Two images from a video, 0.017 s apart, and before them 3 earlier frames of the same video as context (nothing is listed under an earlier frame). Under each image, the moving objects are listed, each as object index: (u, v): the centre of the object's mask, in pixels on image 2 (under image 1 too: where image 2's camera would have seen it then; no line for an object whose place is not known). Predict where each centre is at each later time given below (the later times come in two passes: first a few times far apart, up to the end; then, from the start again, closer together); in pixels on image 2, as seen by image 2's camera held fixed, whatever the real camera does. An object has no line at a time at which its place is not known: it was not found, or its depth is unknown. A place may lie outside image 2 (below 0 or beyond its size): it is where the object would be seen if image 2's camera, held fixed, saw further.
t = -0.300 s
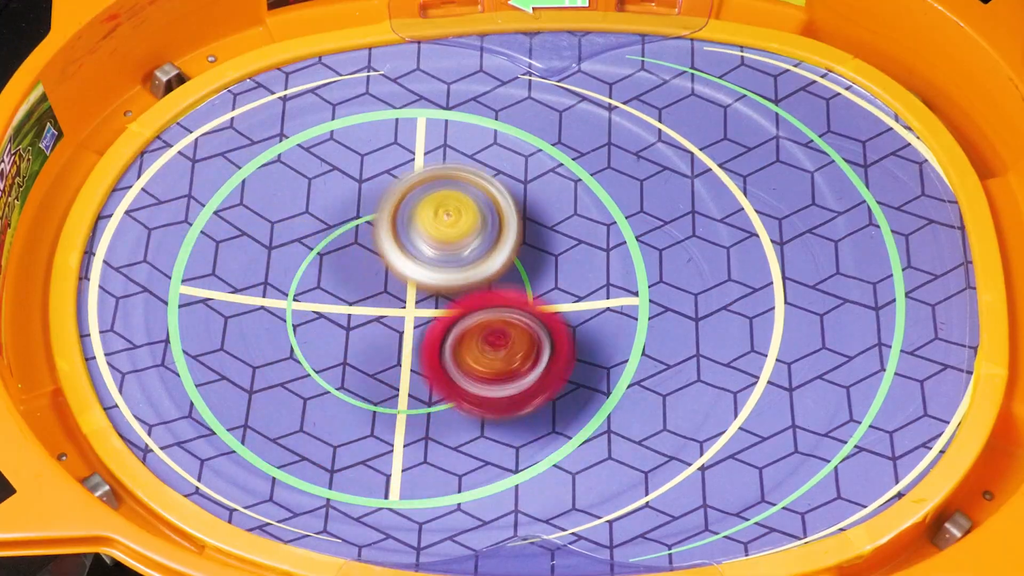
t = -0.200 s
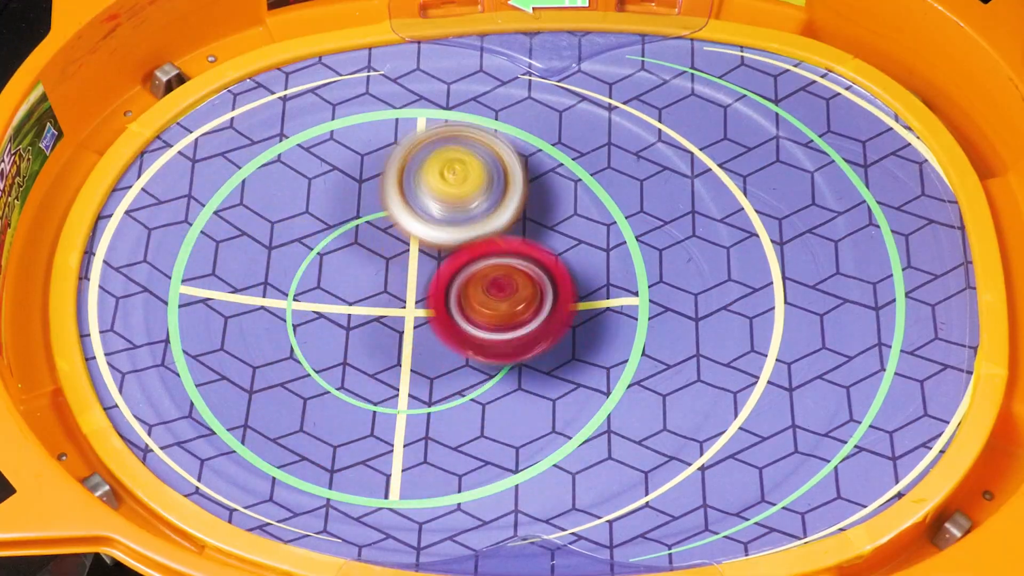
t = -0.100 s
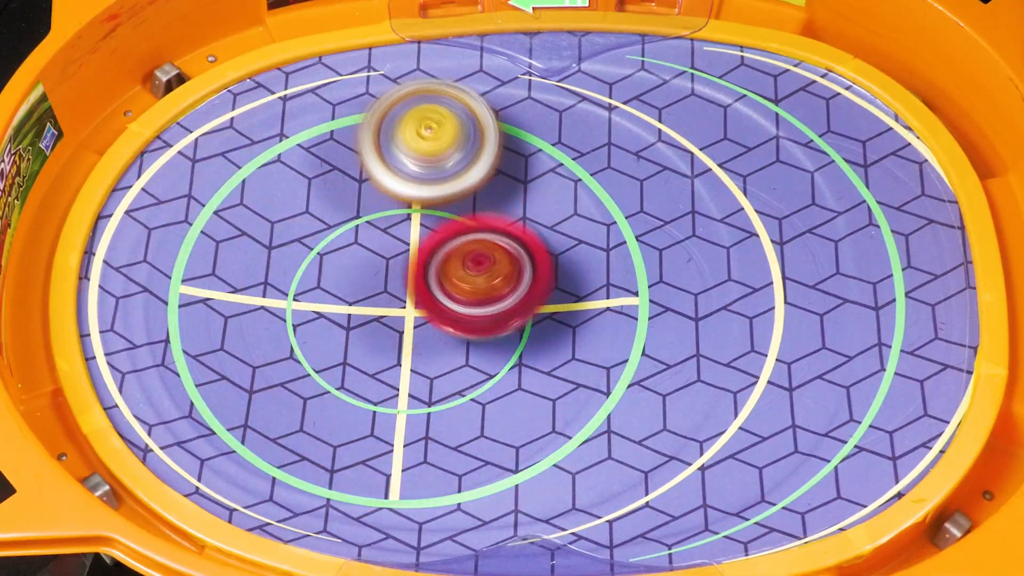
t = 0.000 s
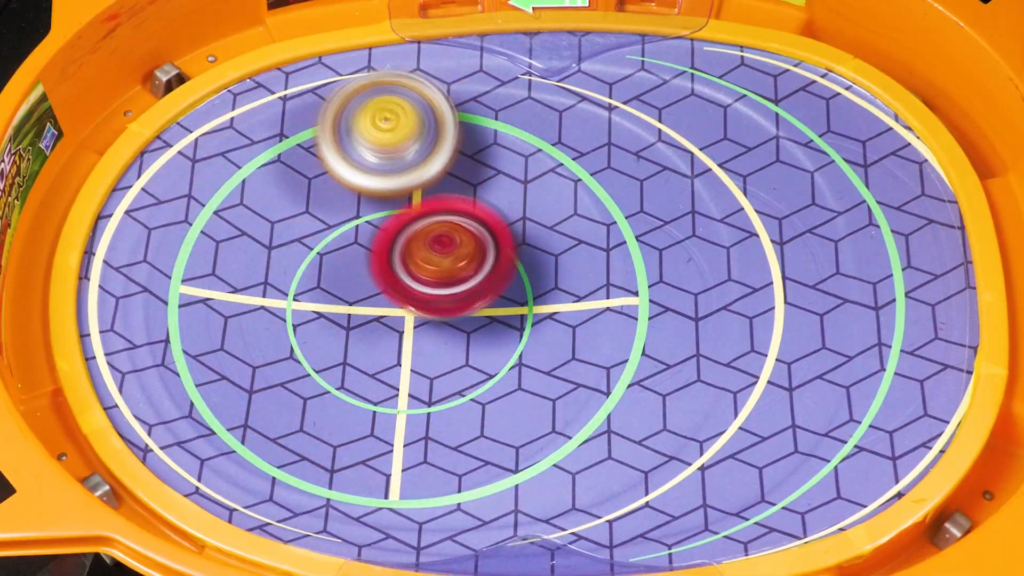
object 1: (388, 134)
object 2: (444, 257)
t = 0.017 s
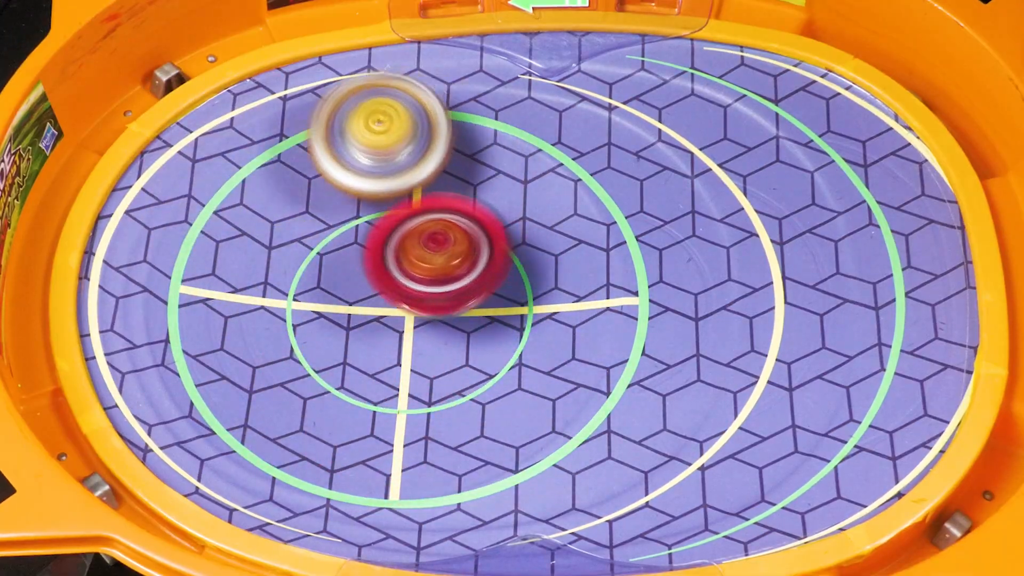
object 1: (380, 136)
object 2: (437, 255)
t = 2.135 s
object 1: (446, 199)
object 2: (266, 314)
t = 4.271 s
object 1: (336, 319)
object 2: (459, 218)
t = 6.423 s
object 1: (428, 340)
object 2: (311, 237)
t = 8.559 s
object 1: (478, 286)
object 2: (321, 300)
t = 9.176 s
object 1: (347, 322)
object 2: (459, 204)
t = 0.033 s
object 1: (372, 136)
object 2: (432, 258)
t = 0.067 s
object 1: (351, 132)
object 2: (426, 275)
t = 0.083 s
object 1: (343, 134)
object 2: (422, 282)
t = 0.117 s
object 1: (330, 142)
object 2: (415, 293)
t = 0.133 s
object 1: (323, 148)
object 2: (412, 296)
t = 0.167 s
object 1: (313, 163)
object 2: (405, 302)
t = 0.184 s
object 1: (309, 172)
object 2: (403, 304)
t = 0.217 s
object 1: (305, 192)
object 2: (400, 306)
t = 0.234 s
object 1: (305, 202)
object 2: (399, 307)
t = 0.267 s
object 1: (301, 214)
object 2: (405, 322)
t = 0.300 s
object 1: (302, 223)
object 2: (413, 337)
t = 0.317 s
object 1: (305, 229)
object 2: (416, 343)
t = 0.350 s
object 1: (314, 241)
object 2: (419, 352)
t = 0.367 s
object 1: (320, 247)
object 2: (420, 355)
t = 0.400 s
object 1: (335, 259)
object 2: (422, 360)
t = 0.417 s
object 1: (340, 261)
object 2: (426, 367)
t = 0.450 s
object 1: (353, 264)
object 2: (434, 377)
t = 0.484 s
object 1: (369, 266)
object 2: (442, 381)
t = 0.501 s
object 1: (377, 267)
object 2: (446, 382)
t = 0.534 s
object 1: (392, 267)
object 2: (451, 381)
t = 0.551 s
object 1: (399, 266)
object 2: (454, 380)
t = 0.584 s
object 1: (411, 263)
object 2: (459, 379)
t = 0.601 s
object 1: (417, 259)
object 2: (461, 379)
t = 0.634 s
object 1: (428, 253)
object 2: (464, 377)
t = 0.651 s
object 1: (433, 250)
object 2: (465, 375)
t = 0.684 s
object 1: (442, 243)
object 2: (468, 367)
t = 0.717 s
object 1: (448, 236)
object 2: (469, 359)
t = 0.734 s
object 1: (451, 232)
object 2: (469, 355)
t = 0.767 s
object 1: (456, 222)
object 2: (467, 350)
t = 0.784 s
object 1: (457, 218)
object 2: (466, 348)
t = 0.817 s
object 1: (458, 208)
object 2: (463, 343)
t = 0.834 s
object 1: (457, 204)
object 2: (462, 341)
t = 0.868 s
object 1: (453, 196)
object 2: (457, 336)
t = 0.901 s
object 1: (447, 190)
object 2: (452, 332)
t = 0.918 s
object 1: (442, 187)
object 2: (449, 330)
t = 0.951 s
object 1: (433, 184)
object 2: (442, 327)
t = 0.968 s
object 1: (429, 184)
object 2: (439, 325)
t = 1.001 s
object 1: (419, 184)
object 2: (430, 322)
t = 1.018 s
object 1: (415, 185)
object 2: (426, 322)
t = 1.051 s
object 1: (405, 188)
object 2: (418, 321)
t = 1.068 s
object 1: (400, 191)
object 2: (413, 320)
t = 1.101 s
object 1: (393, 190)
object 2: (402, 330)
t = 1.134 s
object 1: (388, 187)
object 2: (390, 343)
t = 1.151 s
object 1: (384, 187)
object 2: (383, 347)
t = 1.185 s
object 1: (379, 191)
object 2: (374, 352)
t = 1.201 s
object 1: (376, 195)
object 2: (371, 353)
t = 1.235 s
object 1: (371, 201)
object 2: (365, 354)
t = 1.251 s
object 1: (369, 204)
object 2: (363, 353)
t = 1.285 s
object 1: (366, 213)
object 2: (361, 352)
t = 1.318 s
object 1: (364, 222)
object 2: (359, 351)
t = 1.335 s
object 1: (365, 223)
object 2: (358, 353)
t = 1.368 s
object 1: (367, 224)
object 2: (356, 361)
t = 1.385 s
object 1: (368, 224)
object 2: (354, 365)
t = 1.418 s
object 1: (372, 228)
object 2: (352, 365)
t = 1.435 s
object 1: (373, 230)
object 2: (352, 365)
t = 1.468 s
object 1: (376, 235)
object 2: (352, 364)
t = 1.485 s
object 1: (379, 237)
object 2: (350, 366)
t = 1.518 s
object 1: (386, 234)
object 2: (343, 371)
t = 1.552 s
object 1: (394, 235)
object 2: (337, 373)
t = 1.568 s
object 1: (397, 236)
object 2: (335, 374)
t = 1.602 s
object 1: (404, 239)
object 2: (334, 373)
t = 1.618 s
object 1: (406, 239)
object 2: (333, 372)
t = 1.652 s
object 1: (412, 241)
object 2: (333, 370)
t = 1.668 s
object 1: (414, 242)
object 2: (332, 368)
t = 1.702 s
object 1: (419, 243)
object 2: (331, 365)
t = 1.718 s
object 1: (421, 243)
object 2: (332, 362)
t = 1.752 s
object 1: (425, 243)
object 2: (331, 357)
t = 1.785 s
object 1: (427, 243)
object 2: (330, 352)
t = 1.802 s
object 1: (429, 243)
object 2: (330, 349)
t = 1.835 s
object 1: (431, 243)
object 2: (329, 343)
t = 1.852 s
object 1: (436, 241)
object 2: (323, 343)
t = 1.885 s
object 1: (449, 231)
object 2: (305, 344)
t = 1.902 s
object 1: (453, 227)
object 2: (298, 344)
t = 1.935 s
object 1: (458, 221)
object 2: (288, 341)
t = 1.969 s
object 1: (460, 215)
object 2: (283, 338)
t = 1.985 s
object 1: (460, 212)
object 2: (281, 336)
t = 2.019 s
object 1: (459, 207)
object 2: (281, 331)
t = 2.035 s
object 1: (459, 205)
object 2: (280, 328)
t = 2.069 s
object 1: (456, 202)
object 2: (278, 323)
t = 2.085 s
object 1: (453, 201)
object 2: (275, 321)
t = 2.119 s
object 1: (450, 199)
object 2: (269, 316)
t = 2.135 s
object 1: (446, 199)
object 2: (266, 314)
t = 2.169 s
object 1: (440, 200)
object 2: (265, 309)
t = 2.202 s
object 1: (434, 202)
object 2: (265, 303)
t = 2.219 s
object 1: (430, 203)
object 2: (265, 300)
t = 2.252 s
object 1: (423, 208)
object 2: (263, 295)
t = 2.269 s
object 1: (420, 211)
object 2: (261, 292)
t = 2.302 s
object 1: (412, 217)
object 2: (257, 285)
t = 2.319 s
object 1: (409, 221)
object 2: (256, 282)
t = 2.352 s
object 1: (404, 229)
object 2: (258, 277)
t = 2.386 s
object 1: (407, 237)
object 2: (254, 273)
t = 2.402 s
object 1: (410, 241)
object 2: (253, 271)
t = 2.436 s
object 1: (414, 248)
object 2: (253, 269)
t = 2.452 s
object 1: (416, 250)
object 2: (255, 269)
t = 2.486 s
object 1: (420, 257)
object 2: (261, 267)
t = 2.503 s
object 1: (422, 260)
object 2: (263, 266)
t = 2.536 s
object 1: (427, 264)
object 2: (268, 264)
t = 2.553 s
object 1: (429, 266)
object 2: (270, 262)
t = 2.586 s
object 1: (434, 271)
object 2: (275, 259)
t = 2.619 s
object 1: (438, 274)
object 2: (282, 256)
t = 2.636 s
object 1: (439, 275)
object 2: (285, 255)
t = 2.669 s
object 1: (453, 280)
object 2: (285, 248)
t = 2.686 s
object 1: (468, 284)
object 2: (278, 241)
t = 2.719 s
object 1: (491, 288)
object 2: (273, 231)
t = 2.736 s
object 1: (499, 288)
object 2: (272, 227)
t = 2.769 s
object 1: (514, 288)
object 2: (273, 220)
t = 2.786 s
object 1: (519, 286)
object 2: (274, 217)
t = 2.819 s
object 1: (529, 282)
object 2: (278, 214)
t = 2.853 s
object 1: (537, 276)
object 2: (283, 211)
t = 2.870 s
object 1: (538, 273)
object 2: (286, 209)
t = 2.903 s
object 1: (542, 268)
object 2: (289, 204)
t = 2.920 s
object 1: (543, 266)
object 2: (290, 202)
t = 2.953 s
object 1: (542, 263)
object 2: (294, 196)
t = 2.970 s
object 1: (540, 260)
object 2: (297, 194)
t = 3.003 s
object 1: (535, 257)
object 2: (302, 193)
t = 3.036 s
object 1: (530, 253)
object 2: (306, 193)
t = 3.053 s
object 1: (525, 252)
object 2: (307, 193)
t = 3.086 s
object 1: (518, 252)
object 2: (310, 194)
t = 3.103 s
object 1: (513, 251)
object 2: (312, 196)
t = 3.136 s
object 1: (503, 252)
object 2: (315, 199)
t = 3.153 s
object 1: (496, 252)
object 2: (317, 201)
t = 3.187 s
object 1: (483, 255)
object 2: (321, 205)
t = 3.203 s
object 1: (478, 256)
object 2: (324, 207)
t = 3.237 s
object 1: (464, 262)
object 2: (326, 209)
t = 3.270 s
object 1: (459, 271)
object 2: (319, 206)
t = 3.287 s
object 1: (455, 275)
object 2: (318, 204)
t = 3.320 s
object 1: (445, 282)
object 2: (319, 204)
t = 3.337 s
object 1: (439, 285)
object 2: (321, 203)
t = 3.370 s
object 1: (430, 295)
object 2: (321, 200)
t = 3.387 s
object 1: (425, 298)
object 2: (323, 199)
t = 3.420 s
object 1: (415, 307)
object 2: (327, 200)
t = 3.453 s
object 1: (410, 320)
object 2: (330, 196)
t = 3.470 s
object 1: (406, 325)
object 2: (332, 193)
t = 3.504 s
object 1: (400, 336)
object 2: (336, 192)
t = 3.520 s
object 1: (398, 341)
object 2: (339, 193)
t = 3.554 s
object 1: (394, 350)
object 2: (344, 194)
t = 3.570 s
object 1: (393, 354)
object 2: (346, 196)
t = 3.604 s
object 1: (390, 362)
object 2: (352, 200)
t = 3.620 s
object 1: (389, 366)
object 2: (355, 202)
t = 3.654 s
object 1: (387, 372)
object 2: (361, 207)
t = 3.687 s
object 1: (385, 376)
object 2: (367, 212)
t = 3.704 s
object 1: (386, 378)
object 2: (370, 215)
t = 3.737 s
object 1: (385, 379)
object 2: (376, 220)
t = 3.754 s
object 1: (386, 380)
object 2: (379, 223)
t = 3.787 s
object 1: (386, 379)
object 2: (385, 227)
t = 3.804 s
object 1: (386, 379)
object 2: (388, 230)
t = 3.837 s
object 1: (386, 376)
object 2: (394, 234)
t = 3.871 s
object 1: (385, 373)
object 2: (400, 239)
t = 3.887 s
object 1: (385, 371)
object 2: (402, 241)
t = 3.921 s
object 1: (378, 377)
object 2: (414, 230)
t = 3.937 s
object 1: (376, 378)
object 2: (420, 224)
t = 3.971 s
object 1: (372, 377)
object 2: (430, 215)
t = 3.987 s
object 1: (373, 376)
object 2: (434, 213)
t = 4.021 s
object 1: (370, 373)
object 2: (440, 213)
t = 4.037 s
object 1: (370, 370)
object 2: (441, 212)
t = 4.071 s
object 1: (367, 365)
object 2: (445, 213)
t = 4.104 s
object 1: (365, 359)
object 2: (446, 214)
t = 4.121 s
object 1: (363, 355)
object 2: (447, 215)
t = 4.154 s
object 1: (360, 347)
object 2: (447, 216)
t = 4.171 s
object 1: (359, 343)
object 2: (448, 217)
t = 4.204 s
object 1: (354, 333)
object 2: (449, 219)
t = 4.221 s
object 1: (353, 329)
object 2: (449, 220)
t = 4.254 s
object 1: (343, 322)
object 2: (455, 220)
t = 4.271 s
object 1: (336, 319)
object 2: (459, 218)
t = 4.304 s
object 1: (327, 314)
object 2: (465, 217)
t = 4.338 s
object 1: (319, 309)
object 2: (467, 218)
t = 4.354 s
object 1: (314, 305)
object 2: (469, 218)
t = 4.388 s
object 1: (307, 300)
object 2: (471, 219)
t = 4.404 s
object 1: (303, 296)
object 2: (472, 220)
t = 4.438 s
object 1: (297, 291)
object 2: (472, 222)
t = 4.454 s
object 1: (293, 287)
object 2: (473, 223)
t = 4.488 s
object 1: (288, 283)
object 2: (472, 225)
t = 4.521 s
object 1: (285, 278)
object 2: (471, 228)
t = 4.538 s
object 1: (283, 275)
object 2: (471, 229)
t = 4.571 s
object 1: (281, 271)
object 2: (470, 232)
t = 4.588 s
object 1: (279, 269)
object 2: (469, 234)
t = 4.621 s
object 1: (280, 266)
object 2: (467, 237)
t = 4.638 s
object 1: (278, 263)
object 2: (466, 239)
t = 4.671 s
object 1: (281, 260)
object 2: (463, 243)
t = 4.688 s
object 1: (281, 260)
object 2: (462, 245)
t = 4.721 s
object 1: (285, 254)
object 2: (459, 249)
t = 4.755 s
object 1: (289, 251)
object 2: (456, 252)
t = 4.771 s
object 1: (290, 249)
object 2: (453, 254)
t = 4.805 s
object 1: (297, 244)
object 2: (449, 258)
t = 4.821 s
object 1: (298, 243)
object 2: (449, 261)
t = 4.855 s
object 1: (301, 236)
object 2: (452, 265)
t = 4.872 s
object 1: (305, 234)
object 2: (453, 267)
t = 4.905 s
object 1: (311, 229)
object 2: (454, 272)
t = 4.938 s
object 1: (316, 221)
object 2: (458, 279)
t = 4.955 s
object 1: (319, 219)
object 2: (458, 282)
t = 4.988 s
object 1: (326, 214)
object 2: (459, 285)
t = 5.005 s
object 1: (331, 211)
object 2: (458, 287)
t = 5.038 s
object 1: (339, 205)
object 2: (456, 290)
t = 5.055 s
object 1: (343, 202)
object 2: (455, 291)
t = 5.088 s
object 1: (351, 197)
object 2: (453, 294)
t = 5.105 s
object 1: (354, 194)
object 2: (452, 295)
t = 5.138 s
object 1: (364, 190)
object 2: (450, 298)
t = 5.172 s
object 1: (372, 187)
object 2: (446, 300)
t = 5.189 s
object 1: (375, 185)
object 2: (445, 302)
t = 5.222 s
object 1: (385, 181)
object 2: (440, 304)
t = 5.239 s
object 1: (388, 180)
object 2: (439, 305)
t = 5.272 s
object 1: (395, 177)
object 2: (434, 308)
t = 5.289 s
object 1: (400, 176)
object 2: (432, 308)
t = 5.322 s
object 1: (407, 174)
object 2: (428, 310)
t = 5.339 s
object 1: (410, 174)
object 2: (425, 310)
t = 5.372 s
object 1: (416, 173)
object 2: (420, 311)
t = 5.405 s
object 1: (422, 173)
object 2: (414, 311)
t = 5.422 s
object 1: (425, 173)
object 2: (412, 311)
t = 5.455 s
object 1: (430, 174)
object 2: (407, 310)
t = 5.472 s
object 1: (432, 175)
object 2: (403, 310)
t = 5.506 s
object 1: (436, 178)
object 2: (398, 309)
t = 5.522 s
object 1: (439, 179)
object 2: (396, 309)
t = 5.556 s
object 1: (442, 183)
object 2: (391, 307)
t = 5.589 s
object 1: (446, 187)
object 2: (386, 306)
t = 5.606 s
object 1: (449, 189)
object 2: (382, 307)
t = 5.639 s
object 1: (454, 192)
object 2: (373, 309)
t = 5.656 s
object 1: (456, 194)
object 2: (369, 309)
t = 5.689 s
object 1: (459, 199)
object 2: (365, 308)
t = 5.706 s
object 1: (459, 201)
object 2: (362, 307)
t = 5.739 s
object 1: (463, 206)
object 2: (355, 306)
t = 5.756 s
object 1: (466, 209)
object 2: (350, 307)
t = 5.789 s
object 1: (468, 215)
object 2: (342, 305)
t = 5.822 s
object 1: (471, 220)
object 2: (337, 303)
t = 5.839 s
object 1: (472, 224)
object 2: (335, 303)
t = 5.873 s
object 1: (473, 231)
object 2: (331, 300)
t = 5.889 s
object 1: (474, 234)
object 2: (329, 299)
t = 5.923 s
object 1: (475, 242)
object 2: (326, 296)
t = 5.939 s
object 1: (474, 245)
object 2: (325, 295)
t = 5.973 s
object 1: (474, 251)
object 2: (323, 292)
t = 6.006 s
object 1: (473, 259)
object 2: (320, 288)
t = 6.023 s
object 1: (472, 262)
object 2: (318, 287)
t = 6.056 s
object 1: (469, 268)
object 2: (314, 282)
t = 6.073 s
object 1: (469, 270)
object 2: (309, 280)
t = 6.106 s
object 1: (468, 278)
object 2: (303, 275)
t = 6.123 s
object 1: (466, 282)
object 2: (300, 273)
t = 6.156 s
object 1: (463, 289)
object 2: (299, 270)
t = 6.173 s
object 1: (462, 294)
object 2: (300, 267)
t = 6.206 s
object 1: (457, 301)
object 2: (301, 264)
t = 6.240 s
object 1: (453, 308)
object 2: (302, 261)
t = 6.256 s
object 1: (452, 310)
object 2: (303, 260)
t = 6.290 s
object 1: (447, 316)
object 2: (306, 257)
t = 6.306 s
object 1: (443, 319)
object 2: (307, 255)
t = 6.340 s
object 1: (438, 325)
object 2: (309, 252)
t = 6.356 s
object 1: (437, 329)
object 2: (310, 249)
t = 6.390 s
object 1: (433, 336)
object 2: (309, 242)
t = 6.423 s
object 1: (428, 340)
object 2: (311, 237)
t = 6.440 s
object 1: (425, 342)
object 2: (312, 236)
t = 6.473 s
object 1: (420, 346)
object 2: (316, 232)
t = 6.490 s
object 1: (416, 348)
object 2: (317, 231)
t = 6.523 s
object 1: (410, 350)
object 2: (322, 229)
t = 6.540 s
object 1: (408, 351)
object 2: (323, 227)
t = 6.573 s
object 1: (403, 351)
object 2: (328, 225)
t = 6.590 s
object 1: (399, 351)
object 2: (330, 224)
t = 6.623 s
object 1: (393, 351)
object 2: (335, 222)
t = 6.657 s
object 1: (388, 350)
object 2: (341, 221)
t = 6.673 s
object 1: (384, 349)
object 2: (343, 221)
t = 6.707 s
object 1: (376, 348)
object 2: (349, 219)
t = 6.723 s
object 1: (372, 355)
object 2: (352, 212)
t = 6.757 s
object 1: (366, 367)
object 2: (359, 197)
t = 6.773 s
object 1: (363, 372)
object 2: (363, 193)
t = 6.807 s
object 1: (361, 377)
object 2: (371, 190)
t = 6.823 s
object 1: (360, 377)
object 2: (374, 189)
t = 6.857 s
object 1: (358, 379)
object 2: (379, 189)
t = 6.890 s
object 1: (357, 381)
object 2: (383, 189)
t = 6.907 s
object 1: (356, 382)
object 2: (385, 190)
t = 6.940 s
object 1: (356, 381)
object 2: (391, 192)
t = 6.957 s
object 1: (357, 379)
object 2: (392, 193)
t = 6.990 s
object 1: (357, 376)
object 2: (396, 195)
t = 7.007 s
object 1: (356, 375)
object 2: (399, 196)
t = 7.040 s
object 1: (356, 371)
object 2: (402, 199)
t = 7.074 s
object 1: (355, 364)
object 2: (406, 203)
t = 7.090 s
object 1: (356, 360)
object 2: (408, 205)
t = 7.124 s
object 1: (356, 351)
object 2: (411, 209)
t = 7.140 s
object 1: (355, 348)
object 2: (411, 210)
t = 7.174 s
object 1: (354, 339)
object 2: (413, 215)
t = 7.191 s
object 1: (350, 335)
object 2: (417, 215)
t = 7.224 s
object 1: (331, 334)
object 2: (436, 212)
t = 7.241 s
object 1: (325, 333)
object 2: (446, 212)
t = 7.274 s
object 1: (317, 328)
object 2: (459, 214)
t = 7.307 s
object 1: (311, 323)
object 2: (465, 218)
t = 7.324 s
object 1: (307, 320)
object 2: (466, 220)
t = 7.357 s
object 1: (302, 315)
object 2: (465, 226)
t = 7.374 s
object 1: (301, 311)
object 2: (464, 227)
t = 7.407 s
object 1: (298, 304)
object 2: (462, 232)
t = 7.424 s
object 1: (297, 302)
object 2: (461, 234)
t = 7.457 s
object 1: (296, 295)
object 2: (457, 239)
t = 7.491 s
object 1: (296, 288)
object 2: (450, 246)
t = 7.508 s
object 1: (295, 285)
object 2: (447, 250)
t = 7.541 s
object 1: (280, 272)
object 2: (455, 259)
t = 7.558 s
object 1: (265, 266)
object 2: (465, 264)
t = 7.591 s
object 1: (249, 256)
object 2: (479, 277)
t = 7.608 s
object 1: (244, 251)
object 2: (483, 282)
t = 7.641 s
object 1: (236, 243)
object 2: (485, 291)
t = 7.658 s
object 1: (235, 240)
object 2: (484, 294)
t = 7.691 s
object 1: (231, 234)
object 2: (479, 298)
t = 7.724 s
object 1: (230, 228)
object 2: (472, 302)
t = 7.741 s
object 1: (233, 227)
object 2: (467, 305)
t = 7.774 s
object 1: (235, 226)
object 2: (456, 308)
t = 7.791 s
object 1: (237, 226)
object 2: (449, 310)
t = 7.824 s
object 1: (242, 222)
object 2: (435, 314)
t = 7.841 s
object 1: (245, 219)
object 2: (428, 315)
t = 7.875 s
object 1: (253, 216)
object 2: (412, 318)
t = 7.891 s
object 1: (258, 213)
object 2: (404, 321)
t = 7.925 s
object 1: (267, 211)
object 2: (386, 323)
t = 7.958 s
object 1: (279, 209)
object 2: (369, 324)
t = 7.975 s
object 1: (286, 208)
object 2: (359, 325)
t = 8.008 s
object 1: (295, 205)
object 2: (343, 331)
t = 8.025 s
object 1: (302, 201)
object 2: (337, 336)
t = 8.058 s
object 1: (313, 198)
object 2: (326, 345)
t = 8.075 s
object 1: (319, 199)
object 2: (321, 349)
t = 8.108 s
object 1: (335, 203)
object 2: (313, 353)
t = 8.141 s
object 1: (346, 205)
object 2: (310, 351)
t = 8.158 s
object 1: (351, 208)
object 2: (309, 351)
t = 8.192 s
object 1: (365, 212)
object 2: (309, 349)
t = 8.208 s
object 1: (371, 215)
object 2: (309, 348)
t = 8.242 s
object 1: (382, 221)
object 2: (310, 345)
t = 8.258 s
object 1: (387, 224)
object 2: (311, 344)
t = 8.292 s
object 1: (400, 231)
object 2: (313, 341)
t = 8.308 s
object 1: (406, 233)
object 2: (314, 339)
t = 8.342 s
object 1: (416, 242)
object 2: (318, 336)
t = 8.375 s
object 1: (428, 249)
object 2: (319, 333)
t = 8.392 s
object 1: (434, 250)
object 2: (317, 332)
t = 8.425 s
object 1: (450, 257)
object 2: (315, 327)
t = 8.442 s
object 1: (456, 261)
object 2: (317, 325)
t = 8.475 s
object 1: (461, 268)
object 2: (321, 320)
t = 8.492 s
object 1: (465, 273)
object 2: (323, 316)
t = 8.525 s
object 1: (472, 280)
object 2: (327, 309)
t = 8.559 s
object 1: (478, 286)
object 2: (321, 300)
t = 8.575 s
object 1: (483, 290)
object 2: (316, 293)
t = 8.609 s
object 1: (485, 295)
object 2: (314, 285)
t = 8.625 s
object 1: (484, 301)
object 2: (315, 282)
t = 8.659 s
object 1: (484, 308)
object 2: (318, 276)
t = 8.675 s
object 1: (480, 313)
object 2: (320, 272)
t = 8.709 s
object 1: (476, 323)
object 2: (327, 265)
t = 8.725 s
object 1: (473, 325)
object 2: (332, 261)
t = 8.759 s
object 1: (466, 333)
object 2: (340, 253)
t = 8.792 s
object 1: (460, 338)
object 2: (351, 245)
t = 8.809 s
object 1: (454, 342)
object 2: (356, 239)
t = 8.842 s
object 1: (446, 346)
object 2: (368, 230)
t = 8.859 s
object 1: (440, 348)
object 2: (376, 226)
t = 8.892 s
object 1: (430, 352)
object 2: (386, 219)
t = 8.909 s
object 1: (424, 352)
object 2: (393, 213)
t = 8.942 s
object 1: (413, 353)
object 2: (405, 207)
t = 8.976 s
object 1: (403, 353)
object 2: (417, 203)
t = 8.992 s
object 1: (396, 352)
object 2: (422, 201)
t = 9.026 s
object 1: (385, 349)
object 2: (433, 198)
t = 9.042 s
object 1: (380, 347)
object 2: (437, 197)
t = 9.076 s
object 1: (371, 343)
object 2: (446, 197)
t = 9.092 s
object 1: (366, 339)
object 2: (450, 198)
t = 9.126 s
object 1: (357, 333)
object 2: (455, 200)
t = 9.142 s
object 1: (354, 329)
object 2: (456, 201)
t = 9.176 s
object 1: (347, 322)
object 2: (459, 204)
